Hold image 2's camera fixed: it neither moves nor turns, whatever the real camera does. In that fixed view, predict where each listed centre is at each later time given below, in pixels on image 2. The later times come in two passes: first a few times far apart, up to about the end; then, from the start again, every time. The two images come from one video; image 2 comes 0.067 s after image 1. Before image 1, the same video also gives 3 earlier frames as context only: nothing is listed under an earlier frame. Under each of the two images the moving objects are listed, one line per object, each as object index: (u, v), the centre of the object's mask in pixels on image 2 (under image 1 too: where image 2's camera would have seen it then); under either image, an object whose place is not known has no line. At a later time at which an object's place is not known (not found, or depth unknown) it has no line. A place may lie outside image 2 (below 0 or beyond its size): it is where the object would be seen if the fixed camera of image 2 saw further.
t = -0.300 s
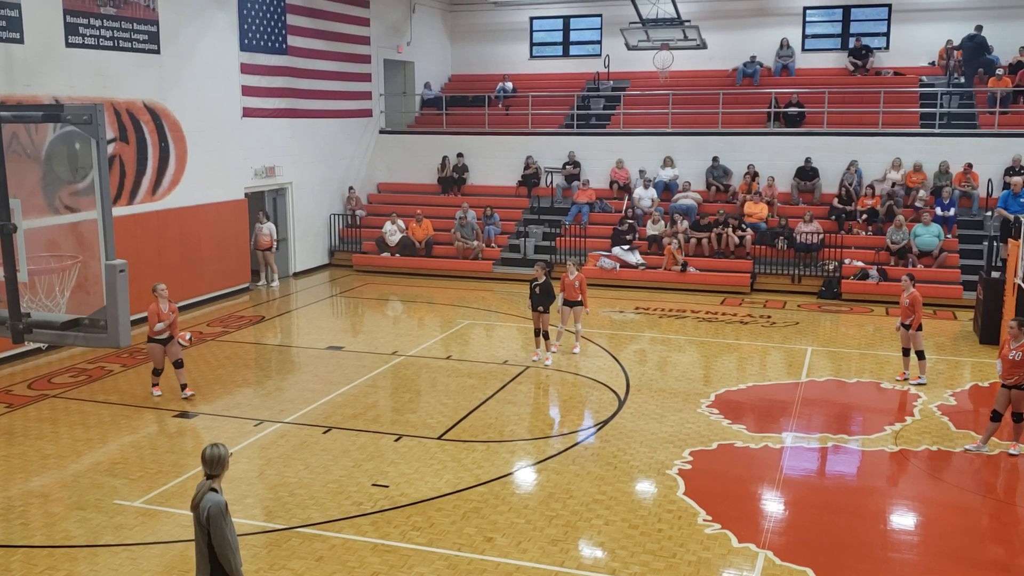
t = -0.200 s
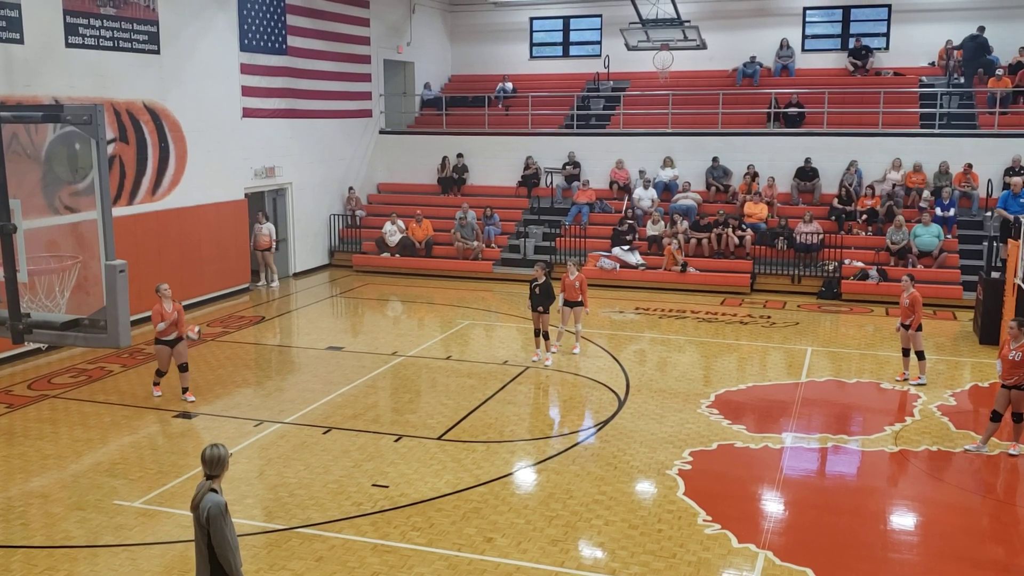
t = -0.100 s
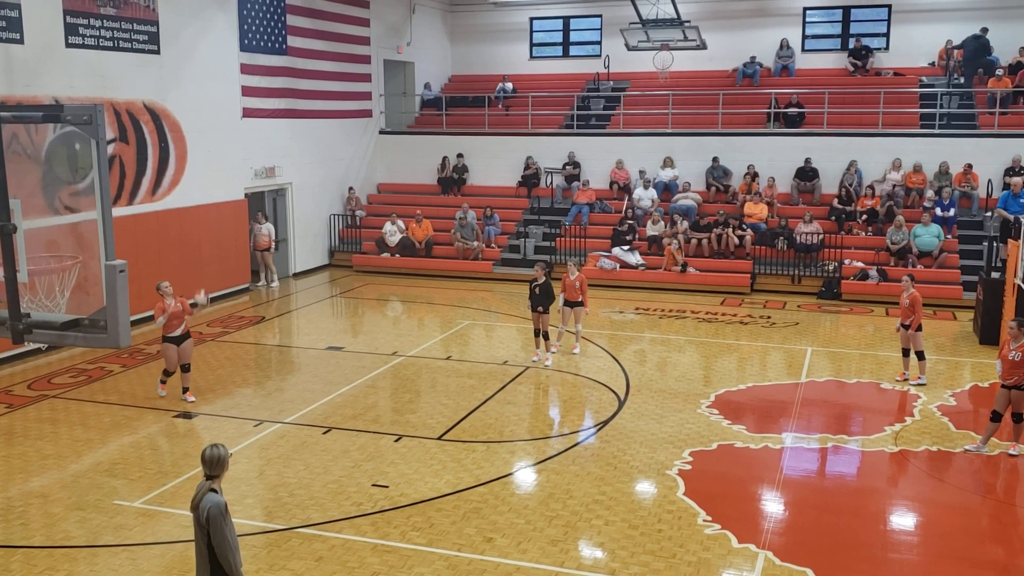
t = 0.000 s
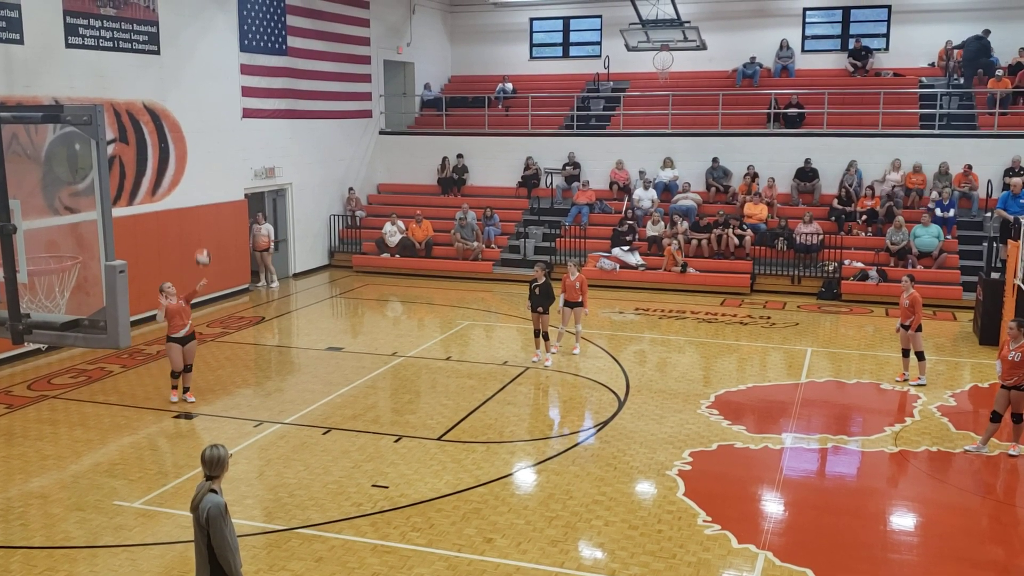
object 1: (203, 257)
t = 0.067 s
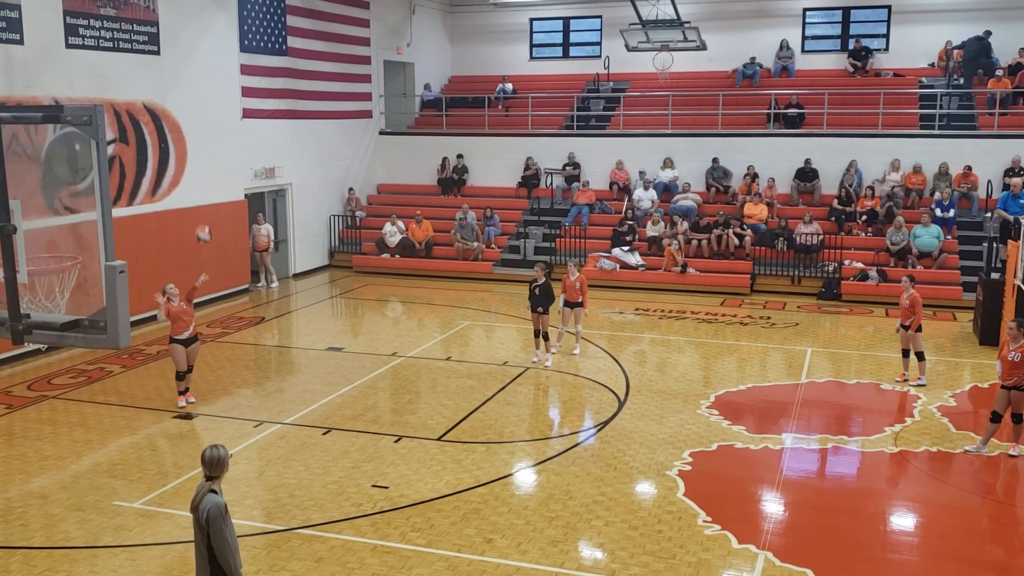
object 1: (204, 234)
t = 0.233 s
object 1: (206, 189)
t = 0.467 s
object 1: (213, 161)
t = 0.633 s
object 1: (219, 165)
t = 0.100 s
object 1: (204, 223)
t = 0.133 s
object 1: (204, 213)
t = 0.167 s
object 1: (205, 205)
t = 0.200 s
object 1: (206, 197)
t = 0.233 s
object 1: (206, 189)
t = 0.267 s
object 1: (207, 182)
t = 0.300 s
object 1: (208, 176)
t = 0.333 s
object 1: (209, 172)
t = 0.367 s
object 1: (210, 168)
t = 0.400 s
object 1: (211, 165)
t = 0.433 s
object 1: (212, 162)
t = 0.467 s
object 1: (213, 161)
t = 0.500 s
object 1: (214, 160)
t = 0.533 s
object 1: (215, 160)
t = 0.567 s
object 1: (216, 161)
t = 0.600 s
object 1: (217, 163)
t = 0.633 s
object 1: (219, 165)
